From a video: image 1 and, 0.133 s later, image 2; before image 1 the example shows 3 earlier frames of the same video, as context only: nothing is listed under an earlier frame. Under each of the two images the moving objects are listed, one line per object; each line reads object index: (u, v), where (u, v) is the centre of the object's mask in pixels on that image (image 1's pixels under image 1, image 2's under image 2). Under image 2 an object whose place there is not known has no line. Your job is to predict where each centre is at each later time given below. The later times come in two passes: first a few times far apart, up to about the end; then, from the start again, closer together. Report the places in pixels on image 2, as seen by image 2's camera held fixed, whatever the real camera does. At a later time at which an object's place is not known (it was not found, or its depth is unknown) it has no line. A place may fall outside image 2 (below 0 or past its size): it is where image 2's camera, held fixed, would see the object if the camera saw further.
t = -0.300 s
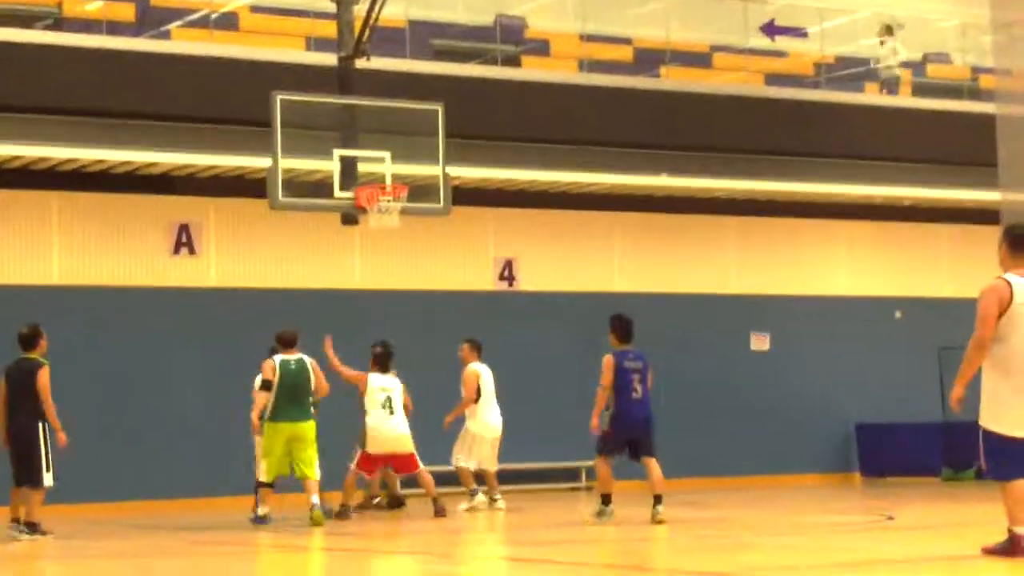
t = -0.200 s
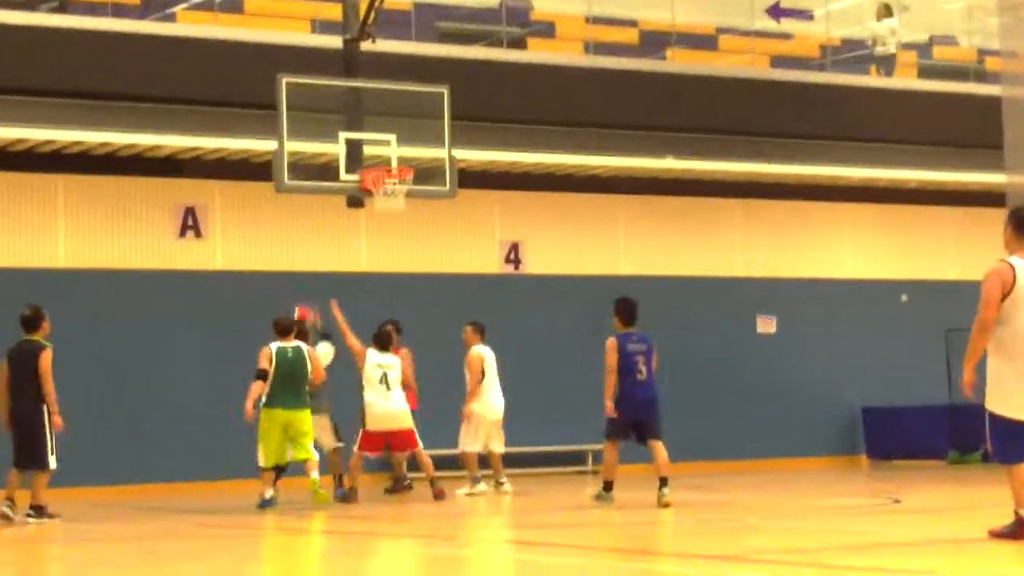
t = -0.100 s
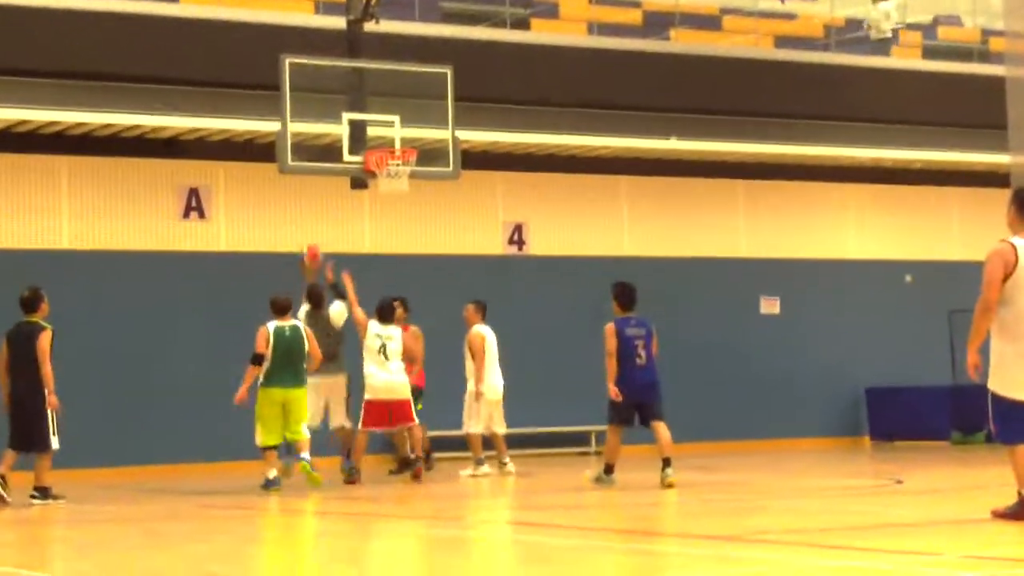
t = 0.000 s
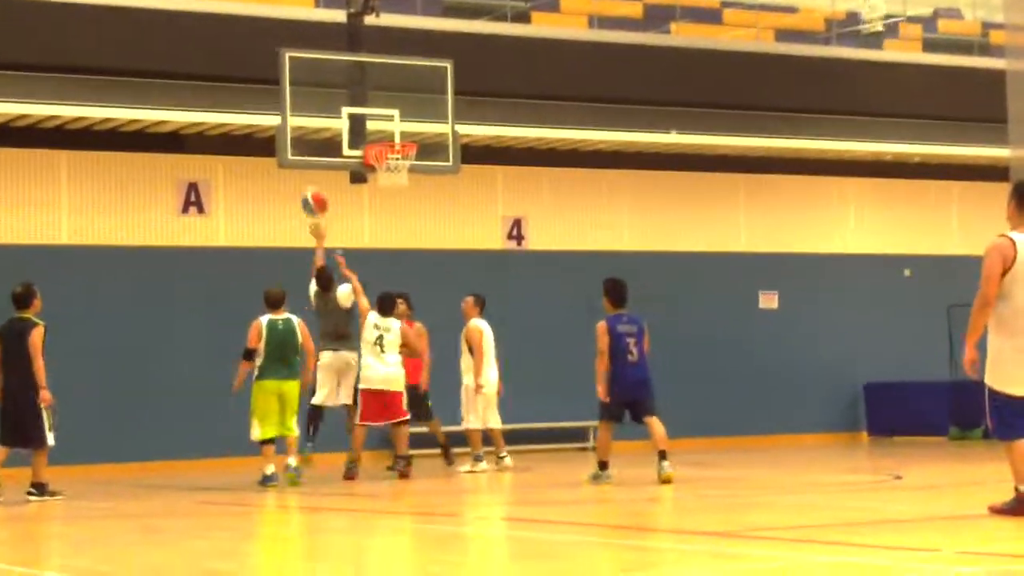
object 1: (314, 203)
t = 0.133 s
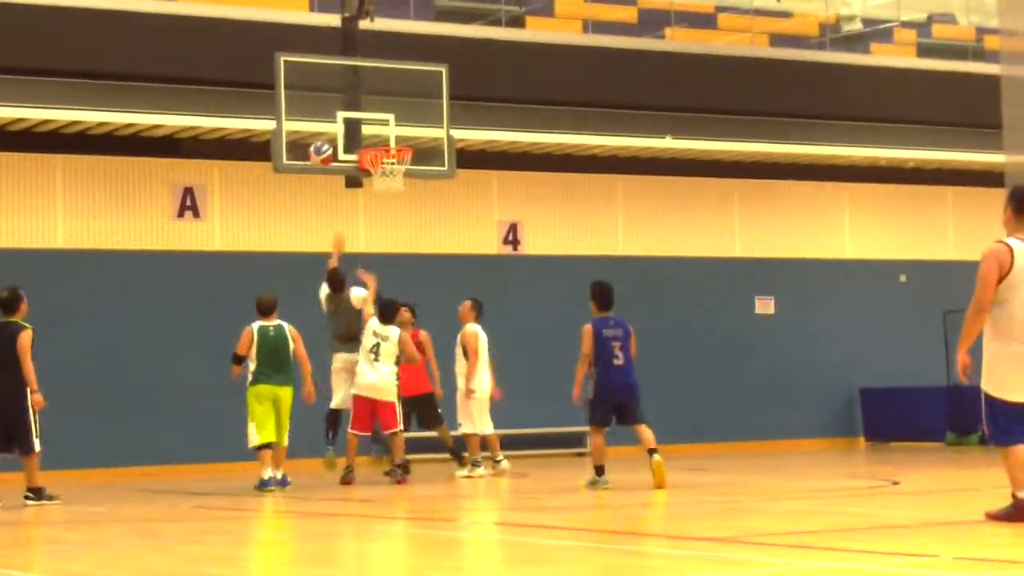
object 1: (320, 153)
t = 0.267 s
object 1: (330, 121)
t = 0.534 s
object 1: (365, 124)
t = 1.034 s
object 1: (398, 235)
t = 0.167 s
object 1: (323, 143)
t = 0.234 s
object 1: (328, 127)
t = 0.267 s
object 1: (330, 121)
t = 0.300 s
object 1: (333, 115)
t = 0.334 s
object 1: (337, 113)
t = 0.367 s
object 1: (342, 112)
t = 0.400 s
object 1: (346, 112)
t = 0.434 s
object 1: (350, 112)
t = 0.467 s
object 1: (355, 115)
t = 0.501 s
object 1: (361, 118)
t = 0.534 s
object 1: (365, 124)
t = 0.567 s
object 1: (371, 131)
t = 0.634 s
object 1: (381, 140)
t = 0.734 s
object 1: (394, 170)
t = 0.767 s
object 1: (393, 184)
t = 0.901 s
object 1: (397, 195)
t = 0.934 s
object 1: (397, 203)
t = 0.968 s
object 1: (397, 213)
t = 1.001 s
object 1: (397, 223)
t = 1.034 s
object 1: (398, 235)
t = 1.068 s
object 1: (398, 247)
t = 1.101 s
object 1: (399, 262)
